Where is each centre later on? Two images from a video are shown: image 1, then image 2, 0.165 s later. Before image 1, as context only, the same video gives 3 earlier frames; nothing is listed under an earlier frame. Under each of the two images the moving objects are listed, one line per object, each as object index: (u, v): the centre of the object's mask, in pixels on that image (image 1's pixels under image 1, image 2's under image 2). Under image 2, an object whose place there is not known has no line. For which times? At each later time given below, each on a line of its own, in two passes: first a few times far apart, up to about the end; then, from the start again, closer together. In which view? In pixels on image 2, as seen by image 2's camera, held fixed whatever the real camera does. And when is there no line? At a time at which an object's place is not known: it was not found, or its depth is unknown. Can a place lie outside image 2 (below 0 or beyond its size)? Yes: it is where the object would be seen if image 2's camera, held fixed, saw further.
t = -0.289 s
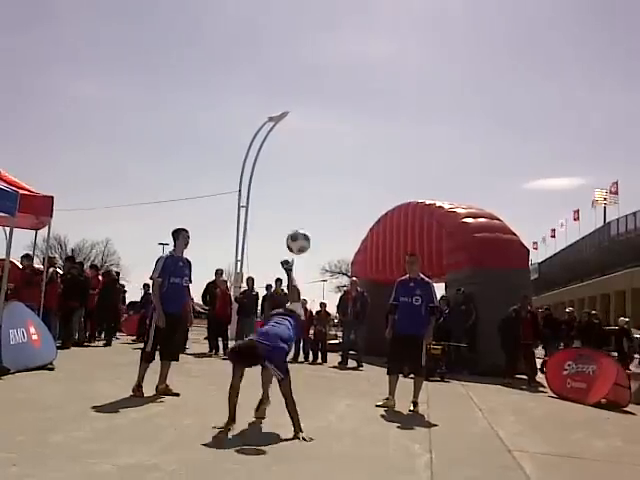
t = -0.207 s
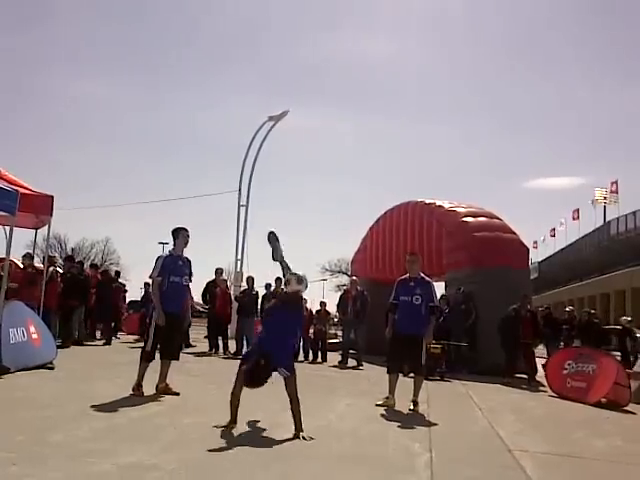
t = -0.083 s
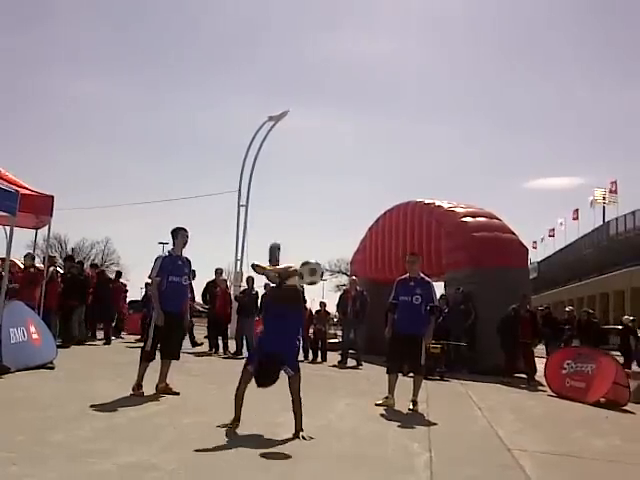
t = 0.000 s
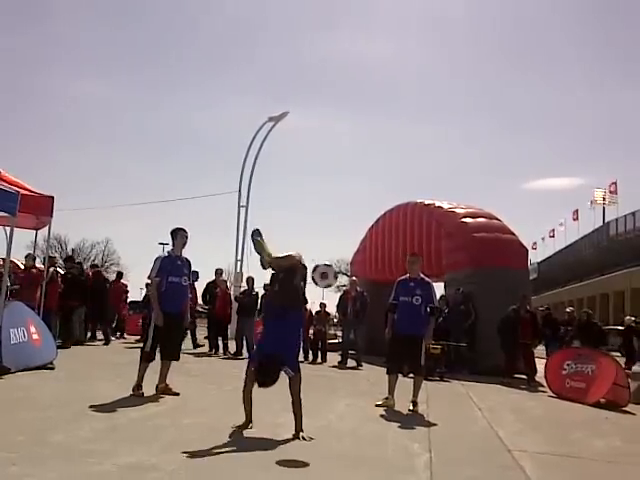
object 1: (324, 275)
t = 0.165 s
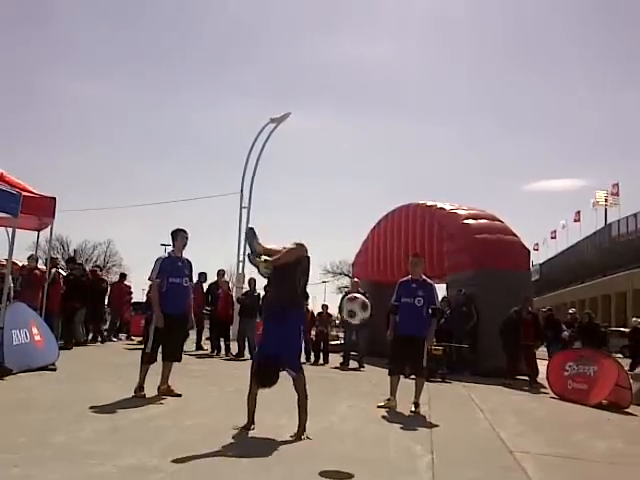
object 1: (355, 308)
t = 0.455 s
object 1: (412, 440)
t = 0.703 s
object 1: (449, 352)
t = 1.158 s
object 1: (521, 462)
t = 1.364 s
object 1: (568, 436)
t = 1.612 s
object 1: (619, 431)
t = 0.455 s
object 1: (412, 440)
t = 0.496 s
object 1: (418, 419)
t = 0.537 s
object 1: (424, 401)
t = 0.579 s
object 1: (431, 385)
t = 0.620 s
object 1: (437, 371)
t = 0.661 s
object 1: (443, 361)
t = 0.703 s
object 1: (449, 352)
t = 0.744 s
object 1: (455, 346)
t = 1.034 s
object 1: (501, 389)
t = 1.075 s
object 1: (509, 409)
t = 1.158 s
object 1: (521, 462)
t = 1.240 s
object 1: (538, 477)
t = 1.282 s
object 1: (549, 464)
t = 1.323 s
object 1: (558, 449)
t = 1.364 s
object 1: (568, 436)
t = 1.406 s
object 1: (578, 426)
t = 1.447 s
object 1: (588, 420)
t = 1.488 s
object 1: (598, 418)
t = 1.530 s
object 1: (608, 419)
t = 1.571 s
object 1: (614, 423)
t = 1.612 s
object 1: (619, 431)
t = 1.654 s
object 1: (624, 443)
